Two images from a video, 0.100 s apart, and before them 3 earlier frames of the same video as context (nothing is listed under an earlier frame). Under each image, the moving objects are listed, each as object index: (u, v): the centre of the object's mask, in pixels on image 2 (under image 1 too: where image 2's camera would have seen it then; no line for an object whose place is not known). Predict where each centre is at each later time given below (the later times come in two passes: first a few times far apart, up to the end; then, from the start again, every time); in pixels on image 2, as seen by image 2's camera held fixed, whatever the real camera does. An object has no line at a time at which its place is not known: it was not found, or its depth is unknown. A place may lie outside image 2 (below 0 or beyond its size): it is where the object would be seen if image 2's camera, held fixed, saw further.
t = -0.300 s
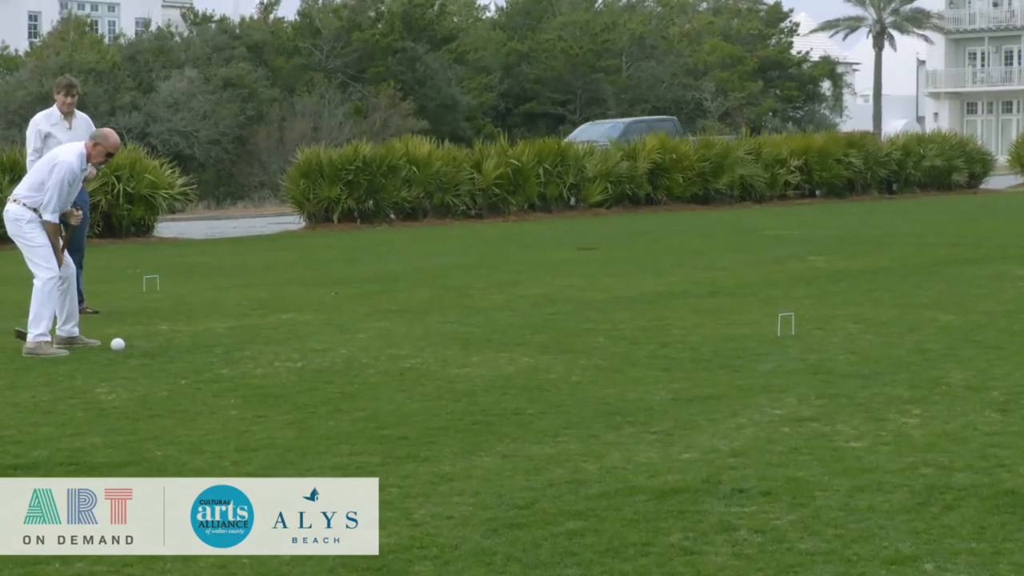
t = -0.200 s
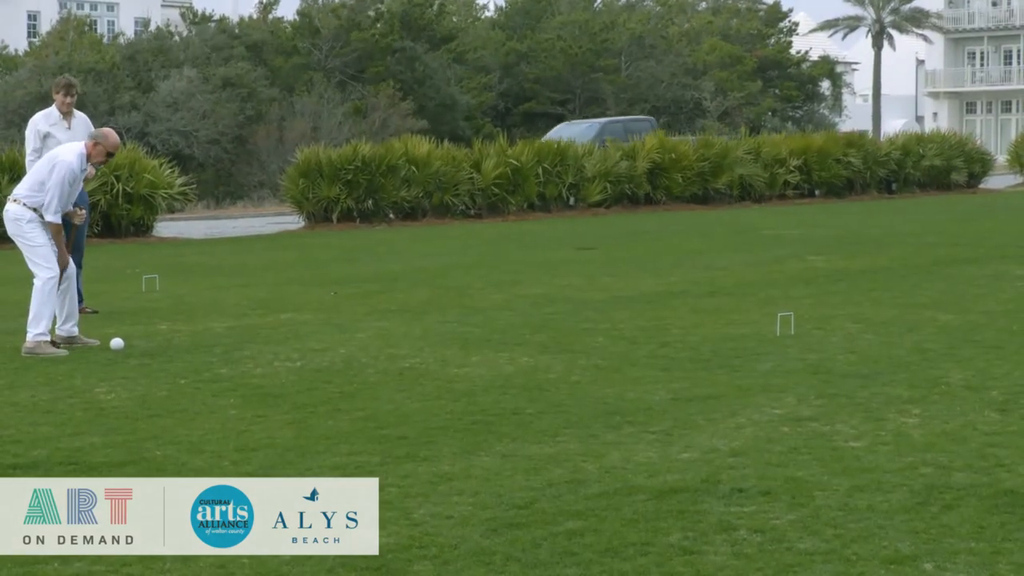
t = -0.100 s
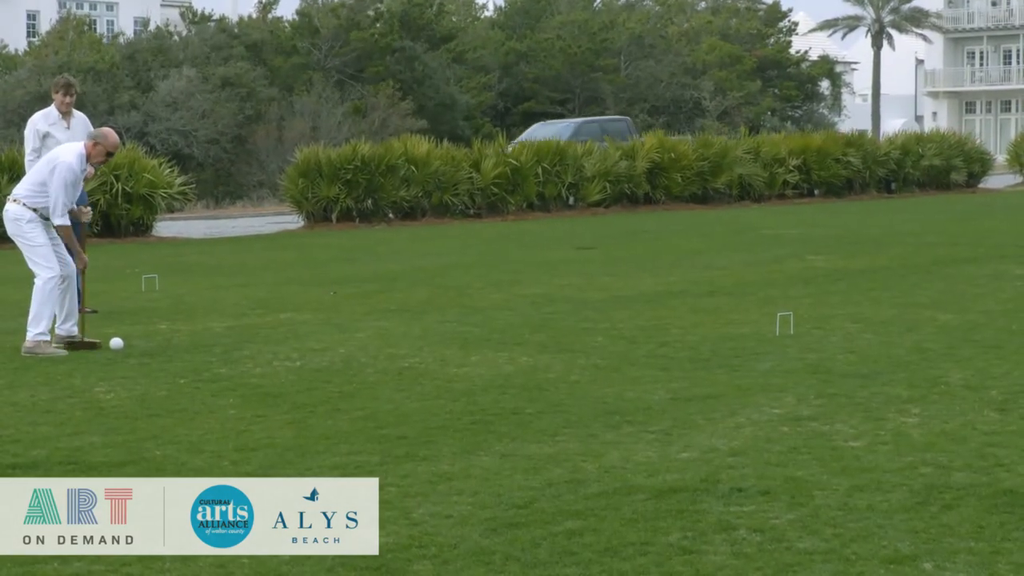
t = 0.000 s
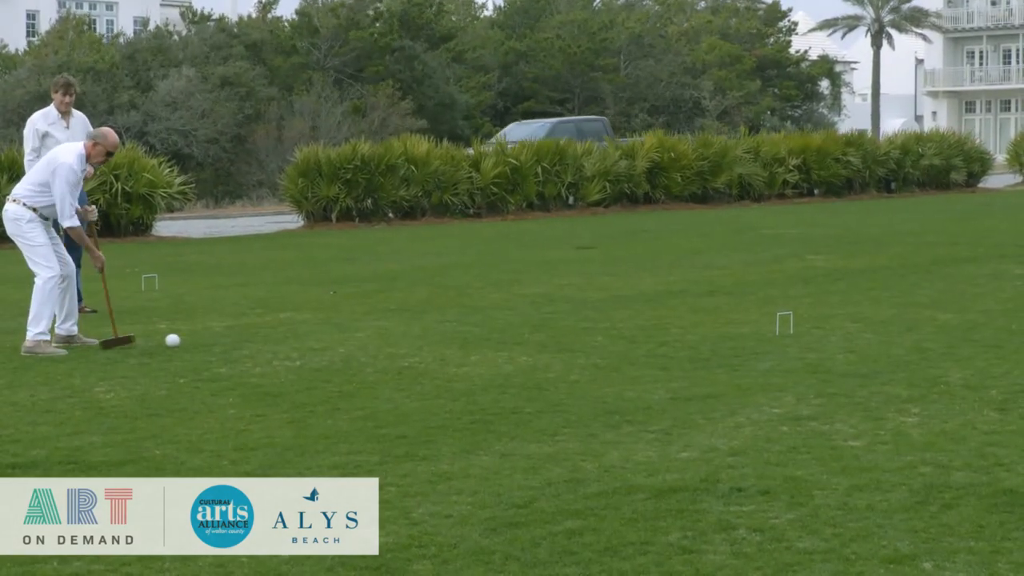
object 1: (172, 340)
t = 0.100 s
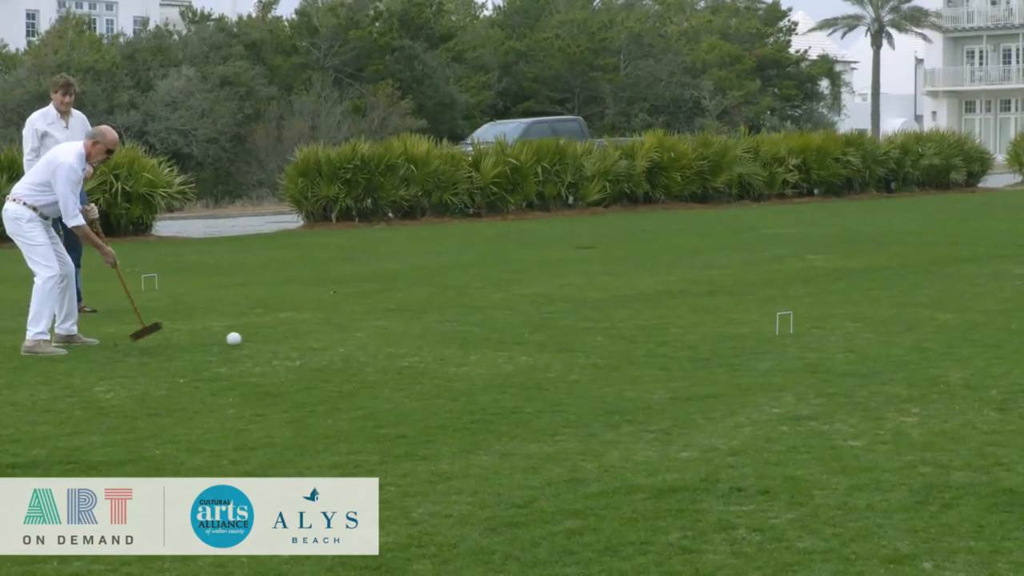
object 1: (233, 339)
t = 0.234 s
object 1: (304, 338)
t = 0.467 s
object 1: (412, 336)
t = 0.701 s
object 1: (511, 334)
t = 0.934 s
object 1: (600, 336)
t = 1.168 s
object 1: (682, 337)
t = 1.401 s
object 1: (754, 338)
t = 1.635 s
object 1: (818, 340)
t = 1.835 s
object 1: (867, 340)
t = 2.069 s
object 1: (915, 340)
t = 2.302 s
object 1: (953, 340)
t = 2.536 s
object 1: (977, 341)
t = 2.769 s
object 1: (991, 342)
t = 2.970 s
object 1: (998, 342)
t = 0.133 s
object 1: (252, 338)
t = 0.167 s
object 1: (271, 339)
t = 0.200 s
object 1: (288, 339)
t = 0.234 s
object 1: (304, 338)
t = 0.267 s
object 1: (320, 338)
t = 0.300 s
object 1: (336, 338)
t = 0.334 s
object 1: (352, 338)
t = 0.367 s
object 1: (367, 337)
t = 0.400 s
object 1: (383, 336)
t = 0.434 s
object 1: (397, 336)
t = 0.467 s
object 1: (412, 336)
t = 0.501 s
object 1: (427, 336)
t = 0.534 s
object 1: (441, 336)
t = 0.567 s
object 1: (455, 336)
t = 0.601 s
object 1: (470, 336)
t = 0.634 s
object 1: (484, 336)
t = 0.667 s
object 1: (497, 335)
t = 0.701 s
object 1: (511, 334)
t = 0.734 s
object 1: (524, 334)
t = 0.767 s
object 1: (537, 335)
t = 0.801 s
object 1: (550, 336)
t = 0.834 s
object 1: (563, 335)
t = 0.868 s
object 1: (576, 335)
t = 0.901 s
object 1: (588, 336)
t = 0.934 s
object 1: (600, 336)
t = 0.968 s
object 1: (613, 336)
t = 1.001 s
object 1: (625, 336)
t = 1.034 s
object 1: (637, 336)
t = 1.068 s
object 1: (648, 336)
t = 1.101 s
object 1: (660, 336)
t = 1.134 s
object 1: (671, 336)
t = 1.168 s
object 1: (682, 337)
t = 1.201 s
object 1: (693, 336)
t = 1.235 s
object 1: (703, 336)
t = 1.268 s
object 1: (714, 337)
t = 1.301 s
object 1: (724, 338)
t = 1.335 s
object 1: (734, 337)
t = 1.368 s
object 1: (744, 337)
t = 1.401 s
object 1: (754, 338)
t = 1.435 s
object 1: (764, 338)
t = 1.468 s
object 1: (773, 338)
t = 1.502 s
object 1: (782, 338)
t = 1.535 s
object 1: (792, 339)
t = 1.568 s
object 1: (801, 338)
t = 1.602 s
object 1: (810, 339)
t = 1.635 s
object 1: (818, 340)
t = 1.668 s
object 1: (826, 339)
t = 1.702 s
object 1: (835, 339)
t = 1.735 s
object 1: (843, 340)
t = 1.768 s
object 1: (852, 340)
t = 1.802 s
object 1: (859, 340)
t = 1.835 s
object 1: (867, 340)
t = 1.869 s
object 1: (875, 341)
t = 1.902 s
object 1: (882, 341)
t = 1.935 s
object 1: (889, 341)
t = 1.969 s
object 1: (896, 340)
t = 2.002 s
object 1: (902, 340)
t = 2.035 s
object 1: (909, 341)
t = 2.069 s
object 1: (915, 340)
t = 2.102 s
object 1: (921, 340)
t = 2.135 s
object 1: (926, 340)
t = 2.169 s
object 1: (933, 341)
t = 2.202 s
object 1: (939, 341)
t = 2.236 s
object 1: (943, 340)
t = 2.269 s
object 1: (948, 340)
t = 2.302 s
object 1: (953, 340)
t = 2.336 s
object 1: (957, 341)
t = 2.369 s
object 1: (962, 341)
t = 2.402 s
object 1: (966, 341)
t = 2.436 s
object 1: (969, 341)
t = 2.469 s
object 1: (973, 341)
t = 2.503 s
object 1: (975, 341)
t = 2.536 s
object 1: (977, 341)
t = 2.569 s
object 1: (979, 342)
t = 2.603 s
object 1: (981, 343)
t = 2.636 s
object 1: (983, 342)
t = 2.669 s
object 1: (985, 343)
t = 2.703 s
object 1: (988, 343)
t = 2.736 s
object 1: (989, 342)
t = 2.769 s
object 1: (991, 342)
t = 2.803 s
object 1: (993, 343)
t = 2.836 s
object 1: (994, 341)
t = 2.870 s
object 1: (996, 342)
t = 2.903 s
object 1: (997, 342)
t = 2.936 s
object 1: (997, 342)
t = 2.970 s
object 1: (998, 342)
